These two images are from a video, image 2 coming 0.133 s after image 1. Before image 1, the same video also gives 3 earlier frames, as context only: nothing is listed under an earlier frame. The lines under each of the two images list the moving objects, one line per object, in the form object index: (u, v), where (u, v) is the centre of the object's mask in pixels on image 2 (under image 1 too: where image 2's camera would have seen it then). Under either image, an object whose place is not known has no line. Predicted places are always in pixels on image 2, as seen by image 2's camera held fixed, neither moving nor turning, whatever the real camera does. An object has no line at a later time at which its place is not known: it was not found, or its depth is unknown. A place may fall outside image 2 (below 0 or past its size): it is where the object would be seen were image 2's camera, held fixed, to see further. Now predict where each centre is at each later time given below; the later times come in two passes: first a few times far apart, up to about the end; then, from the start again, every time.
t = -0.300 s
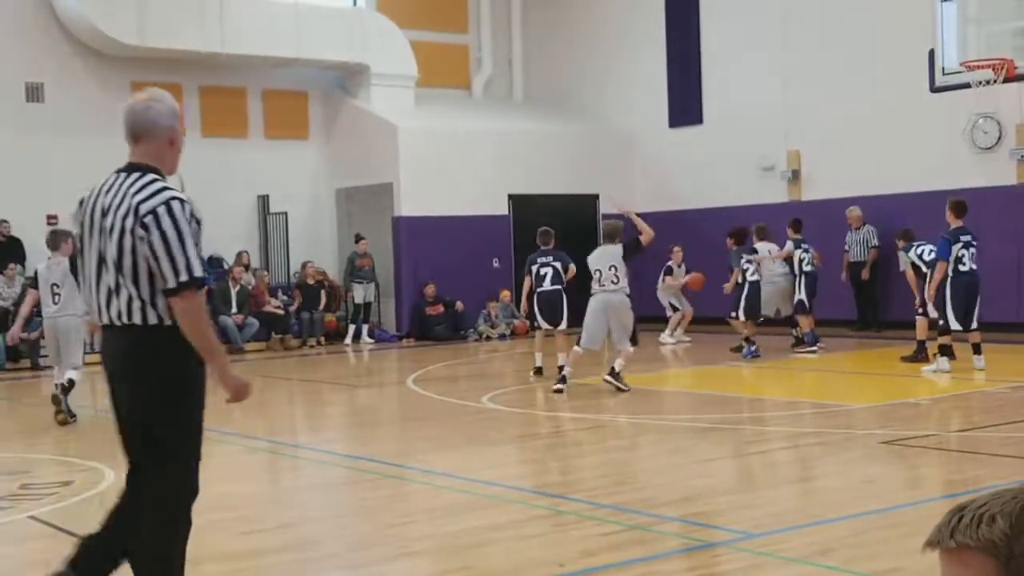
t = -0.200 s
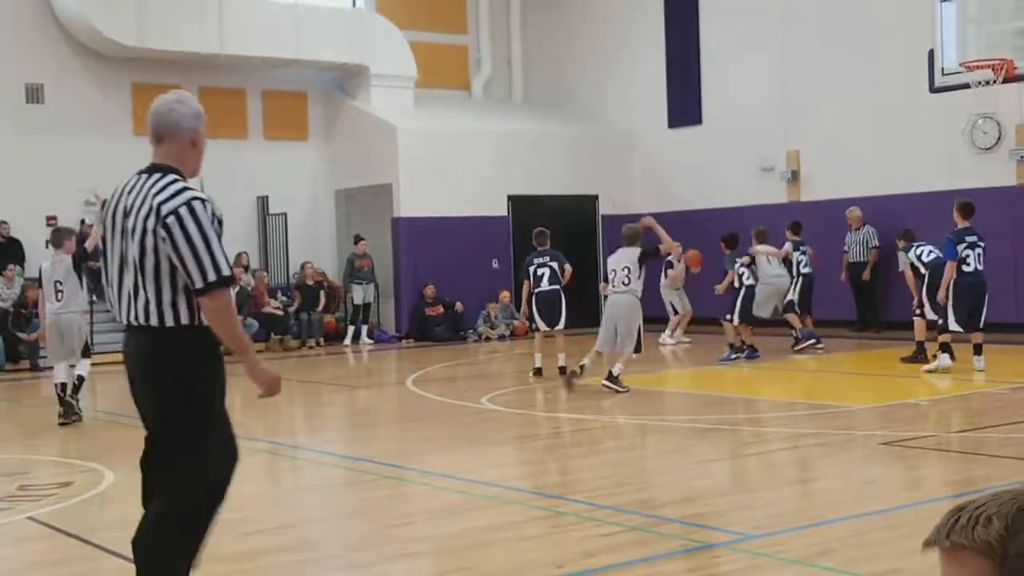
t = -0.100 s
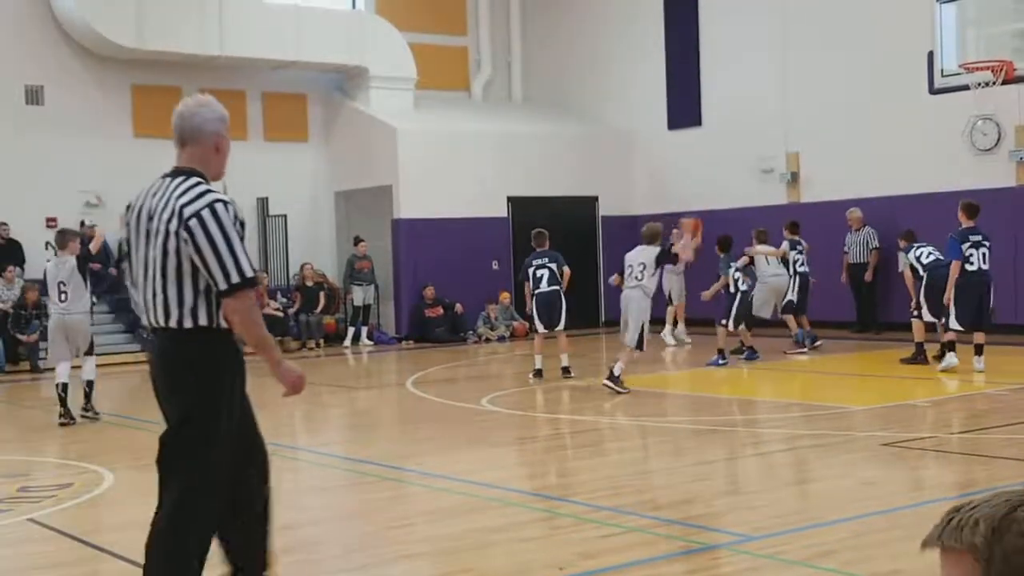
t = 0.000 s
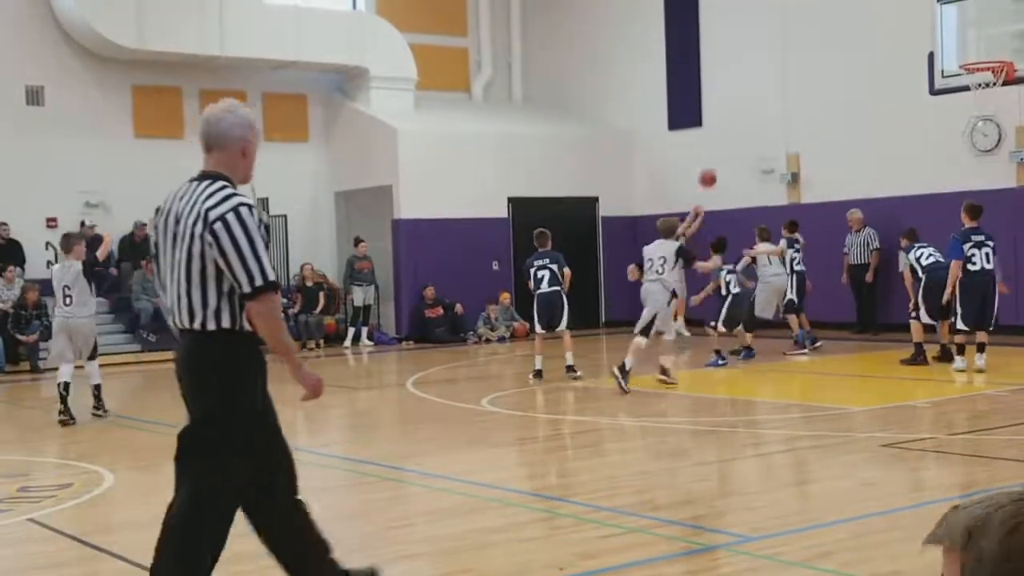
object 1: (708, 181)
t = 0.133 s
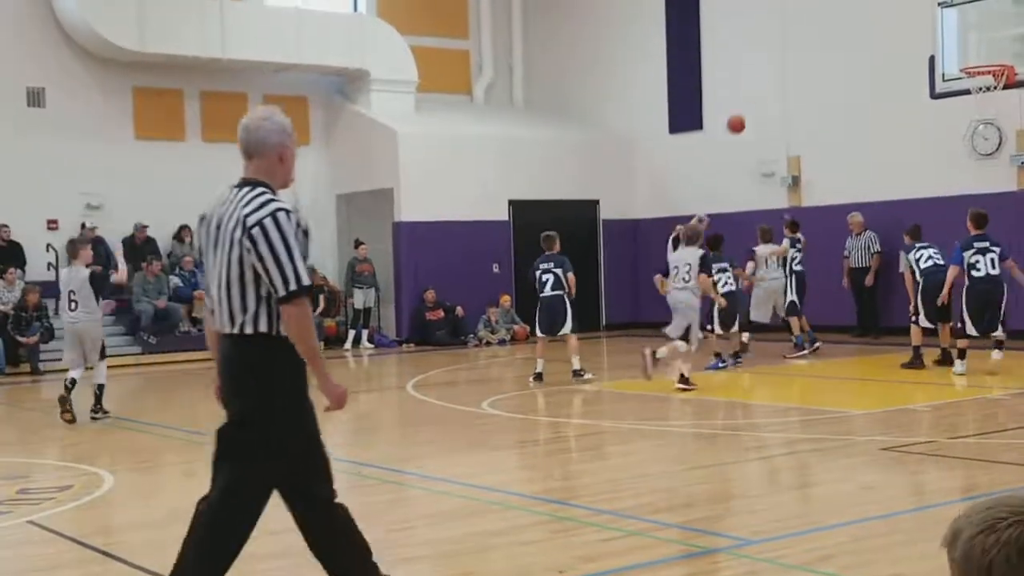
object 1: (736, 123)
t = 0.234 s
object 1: (758, 88)
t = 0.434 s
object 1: (805, 37)
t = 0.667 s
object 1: (866, 17)
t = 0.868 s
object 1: (923, 37)
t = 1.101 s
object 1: (937, 72)
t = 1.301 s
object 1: (896, 82)
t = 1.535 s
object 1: (851, 138)
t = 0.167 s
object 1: (743, 111)
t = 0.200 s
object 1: (751, 99)
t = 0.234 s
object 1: (758, 88)
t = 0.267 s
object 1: (765, 78)
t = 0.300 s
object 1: (773, 67)
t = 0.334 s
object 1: (781, 59)
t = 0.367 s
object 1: (789, 50)
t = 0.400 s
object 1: (797, 44)
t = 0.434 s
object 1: (805, 37)
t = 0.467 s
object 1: (814, 31)
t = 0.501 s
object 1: (822, 26)
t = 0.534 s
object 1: (831, 22)
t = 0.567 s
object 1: (839, 19)
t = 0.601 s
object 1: (847, 18)
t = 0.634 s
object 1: (857, 17)
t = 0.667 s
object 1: (866, 17)
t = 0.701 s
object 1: (875, 17)
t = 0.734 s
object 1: (885, 19)
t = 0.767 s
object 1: (894, 22)
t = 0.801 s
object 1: (904, 26)
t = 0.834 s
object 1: (914, 30)
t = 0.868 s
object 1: (923, 37)
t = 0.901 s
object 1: (933, 44)
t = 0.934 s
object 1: (944, 52)
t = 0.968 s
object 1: (955, 61)
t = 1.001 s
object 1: (960, 68)
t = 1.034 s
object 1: (954, 69)
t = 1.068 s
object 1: (944, 70)
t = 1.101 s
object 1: (937, 72)
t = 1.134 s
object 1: (929, 75)
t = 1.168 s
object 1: (923, 74)
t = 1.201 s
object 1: (916, 74)
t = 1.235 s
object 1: (909, 76)
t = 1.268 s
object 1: (903, 79)
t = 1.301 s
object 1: (896, 82)
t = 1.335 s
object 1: (890, 87)
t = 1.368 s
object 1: (883, 93)
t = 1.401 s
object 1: (877, 100)
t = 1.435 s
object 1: (871, 108)
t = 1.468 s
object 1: (864, 117)
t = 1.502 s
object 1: (858, 127)
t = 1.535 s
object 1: (851, 138)
